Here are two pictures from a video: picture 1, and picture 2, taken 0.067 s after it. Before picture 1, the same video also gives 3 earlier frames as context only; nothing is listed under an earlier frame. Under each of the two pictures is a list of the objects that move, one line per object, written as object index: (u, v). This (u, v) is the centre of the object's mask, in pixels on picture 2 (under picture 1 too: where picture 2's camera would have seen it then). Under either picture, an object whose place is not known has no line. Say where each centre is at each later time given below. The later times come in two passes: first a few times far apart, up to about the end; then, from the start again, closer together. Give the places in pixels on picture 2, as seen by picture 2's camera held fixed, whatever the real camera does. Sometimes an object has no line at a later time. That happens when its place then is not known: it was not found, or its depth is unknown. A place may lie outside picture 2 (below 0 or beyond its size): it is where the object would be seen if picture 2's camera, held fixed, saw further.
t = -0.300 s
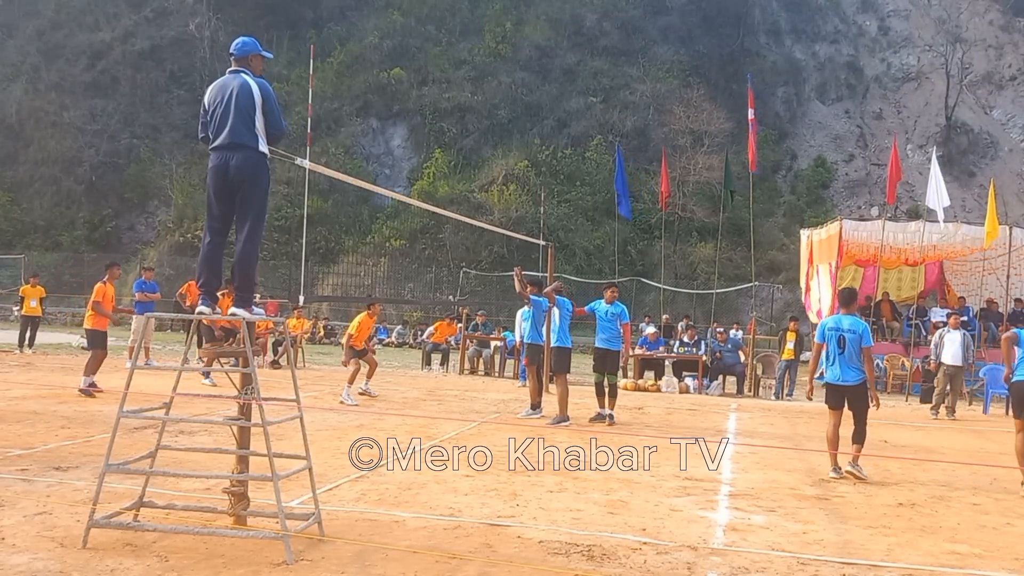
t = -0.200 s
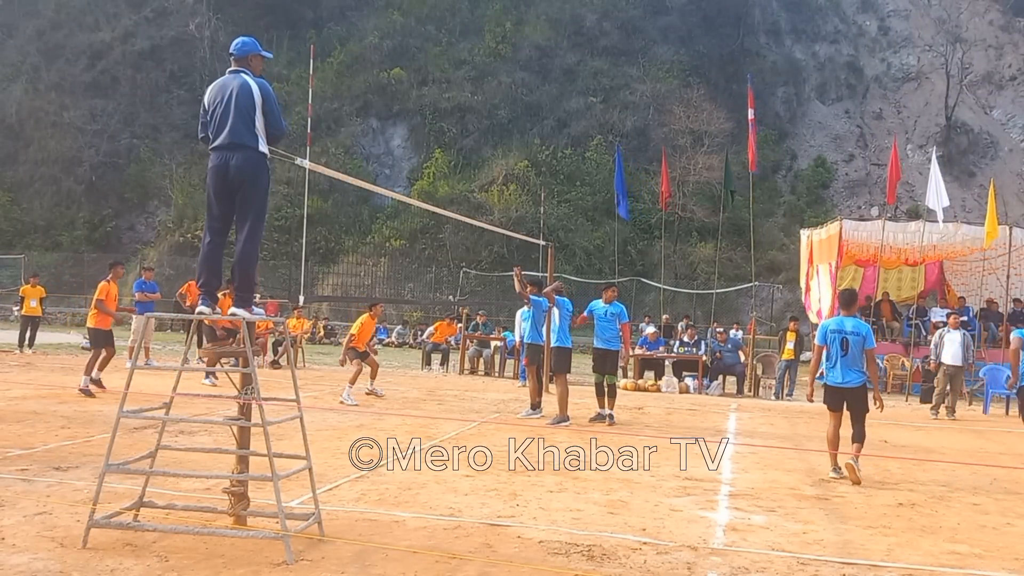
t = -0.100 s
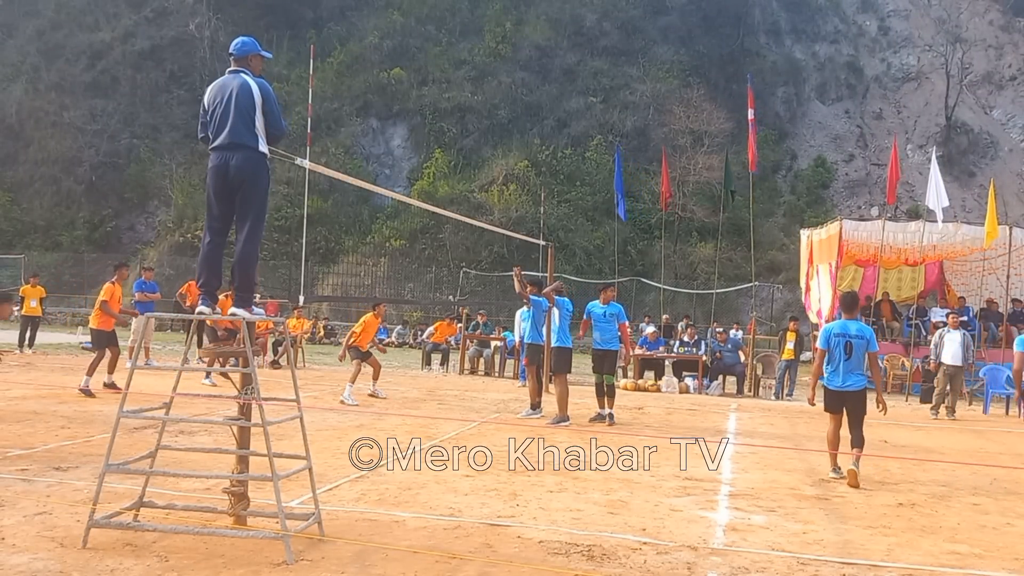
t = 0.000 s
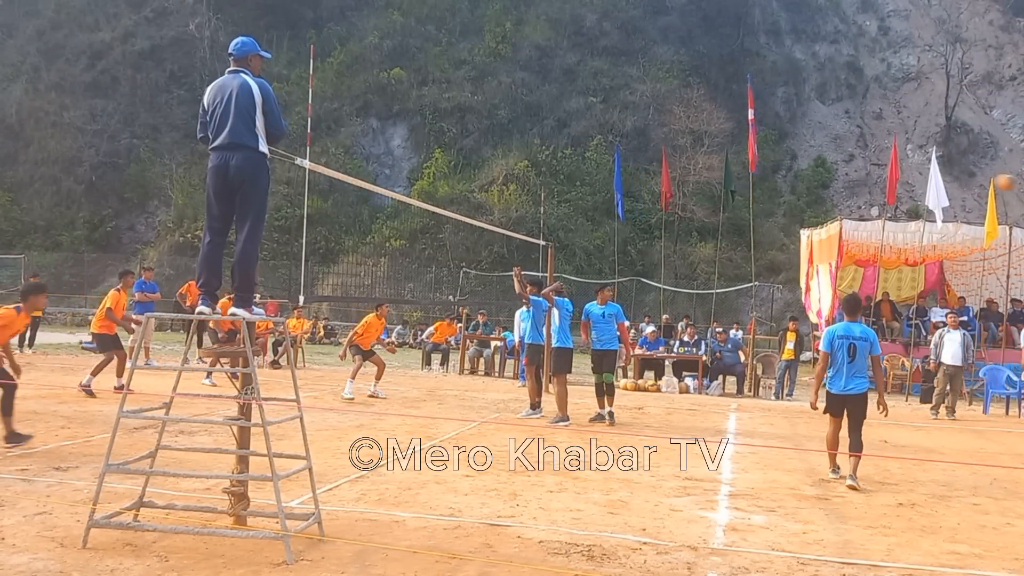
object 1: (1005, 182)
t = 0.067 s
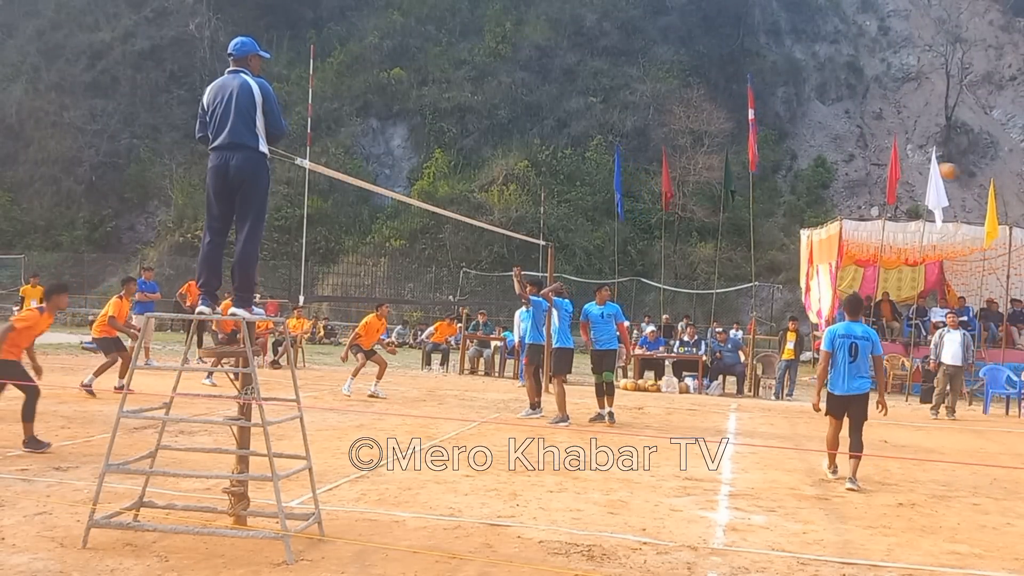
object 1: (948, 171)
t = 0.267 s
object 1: (780, 161)
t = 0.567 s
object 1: (550, 207)
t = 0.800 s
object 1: (494, 253)
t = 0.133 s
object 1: (889, 163)
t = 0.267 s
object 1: (780, 161)
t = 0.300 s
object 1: (753, 162)
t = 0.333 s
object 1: (726, 164)
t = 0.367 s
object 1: (700, 168)
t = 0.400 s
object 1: (674, 172)
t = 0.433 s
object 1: (648, 178)
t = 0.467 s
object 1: (622, 185)
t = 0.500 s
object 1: (598, 191)
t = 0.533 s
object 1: (574, 199)
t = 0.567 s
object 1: (550, 207)
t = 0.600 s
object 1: (526, 216)
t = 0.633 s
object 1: (502, 226)
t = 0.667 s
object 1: (495, 231)
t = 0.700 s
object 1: (494, 236)
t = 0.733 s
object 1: (494, 241)
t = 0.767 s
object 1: (494, 246)
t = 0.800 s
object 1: (494, 253)
